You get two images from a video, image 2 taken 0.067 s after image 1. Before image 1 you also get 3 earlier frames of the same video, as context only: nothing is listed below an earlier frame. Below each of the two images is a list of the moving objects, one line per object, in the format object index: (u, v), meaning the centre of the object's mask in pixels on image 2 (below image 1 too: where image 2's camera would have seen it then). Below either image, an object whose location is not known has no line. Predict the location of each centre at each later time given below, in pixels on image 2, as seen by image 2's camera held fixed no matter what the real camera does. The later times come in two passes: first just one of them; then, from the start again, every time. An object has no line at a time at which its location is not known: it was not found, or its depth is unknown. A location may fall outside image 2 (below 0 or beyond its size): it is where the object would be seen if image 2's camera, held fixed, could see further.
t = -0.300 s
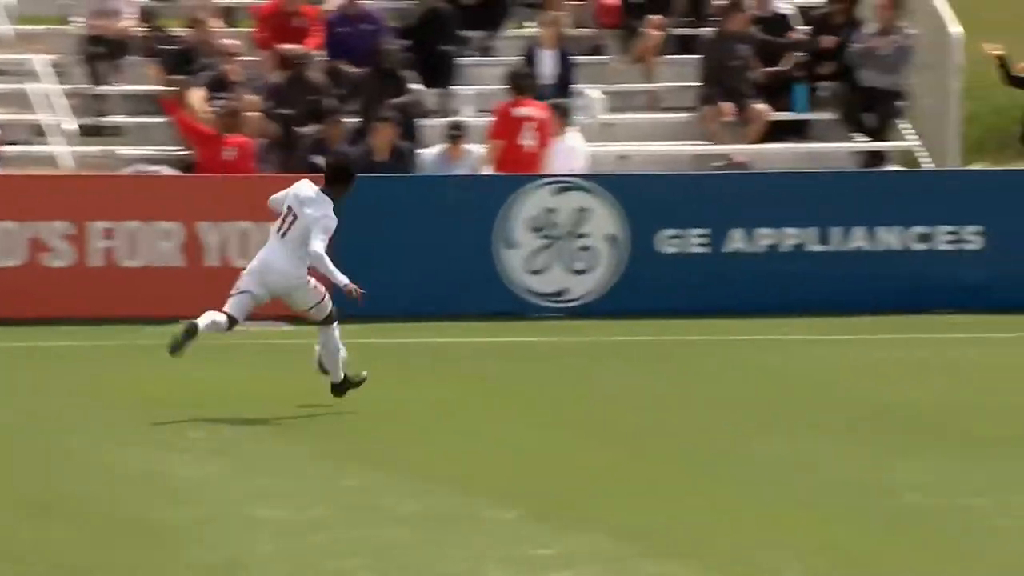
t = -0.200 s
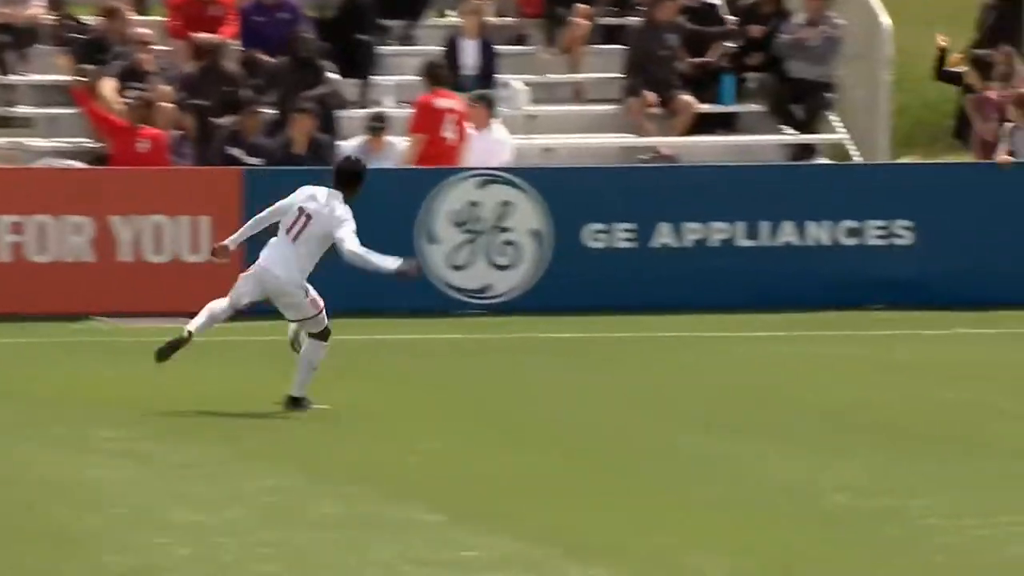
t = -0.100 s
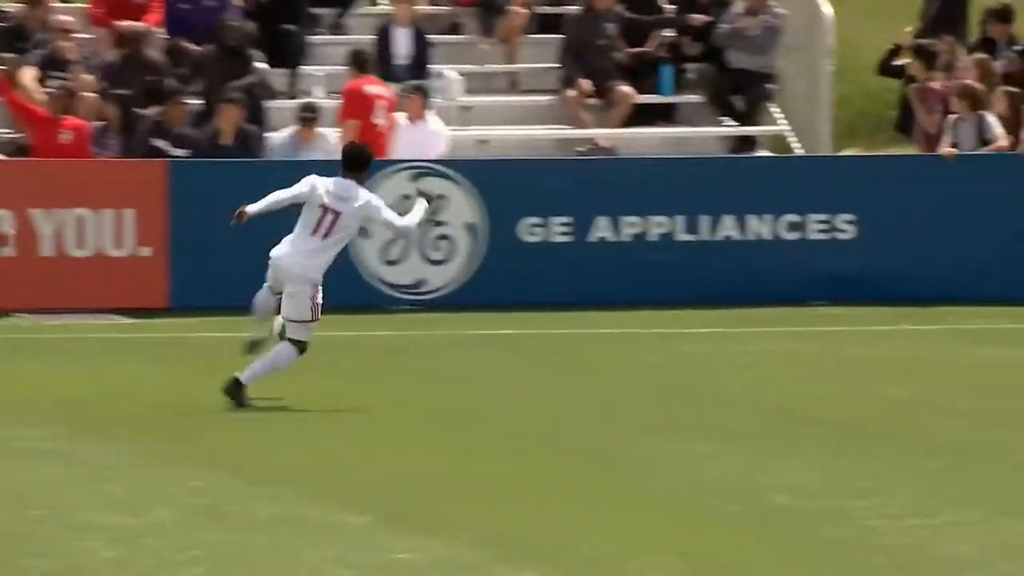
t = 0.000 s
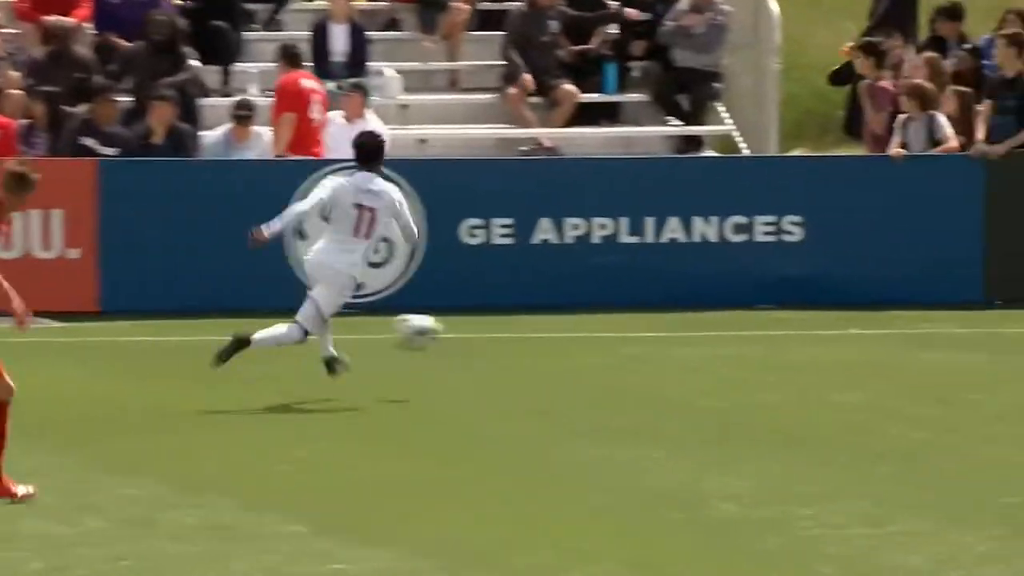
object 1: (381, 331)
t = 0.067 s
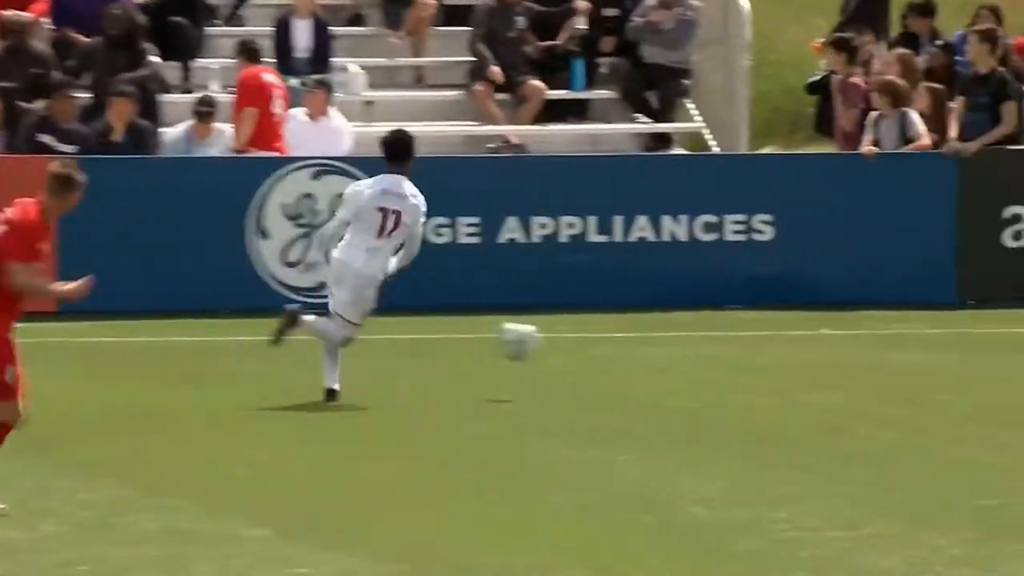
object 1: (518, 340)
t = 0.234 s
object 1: (826, 366)
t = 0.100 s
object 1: (587, 348)
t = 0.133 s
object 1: (651, 358)
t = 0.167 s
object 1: (716, 370)
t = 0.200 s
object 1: (778, 378)
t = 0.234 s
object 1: (826, 366)
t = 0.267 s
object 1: (870, 358)
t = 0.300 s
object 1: (917, 351)
